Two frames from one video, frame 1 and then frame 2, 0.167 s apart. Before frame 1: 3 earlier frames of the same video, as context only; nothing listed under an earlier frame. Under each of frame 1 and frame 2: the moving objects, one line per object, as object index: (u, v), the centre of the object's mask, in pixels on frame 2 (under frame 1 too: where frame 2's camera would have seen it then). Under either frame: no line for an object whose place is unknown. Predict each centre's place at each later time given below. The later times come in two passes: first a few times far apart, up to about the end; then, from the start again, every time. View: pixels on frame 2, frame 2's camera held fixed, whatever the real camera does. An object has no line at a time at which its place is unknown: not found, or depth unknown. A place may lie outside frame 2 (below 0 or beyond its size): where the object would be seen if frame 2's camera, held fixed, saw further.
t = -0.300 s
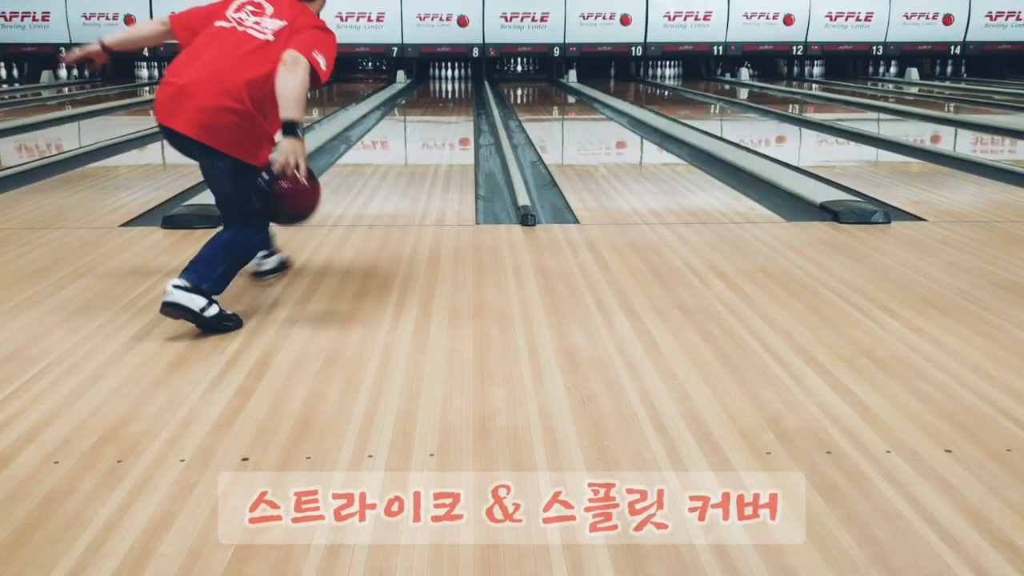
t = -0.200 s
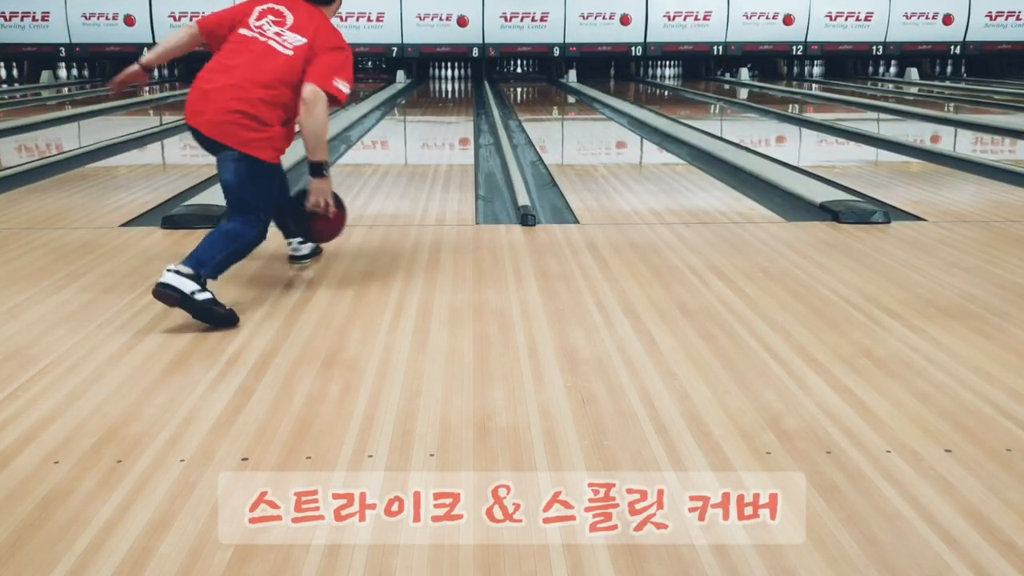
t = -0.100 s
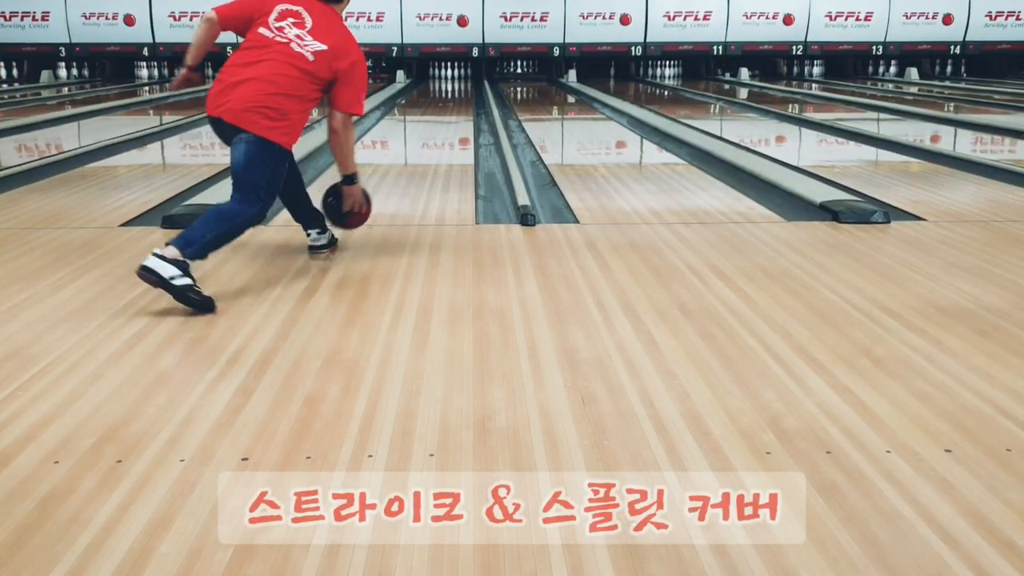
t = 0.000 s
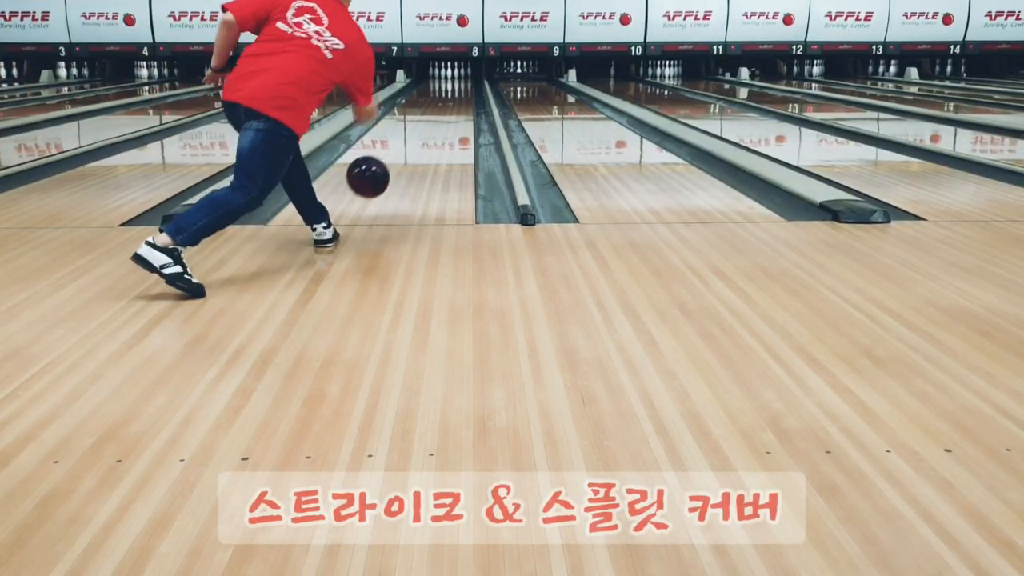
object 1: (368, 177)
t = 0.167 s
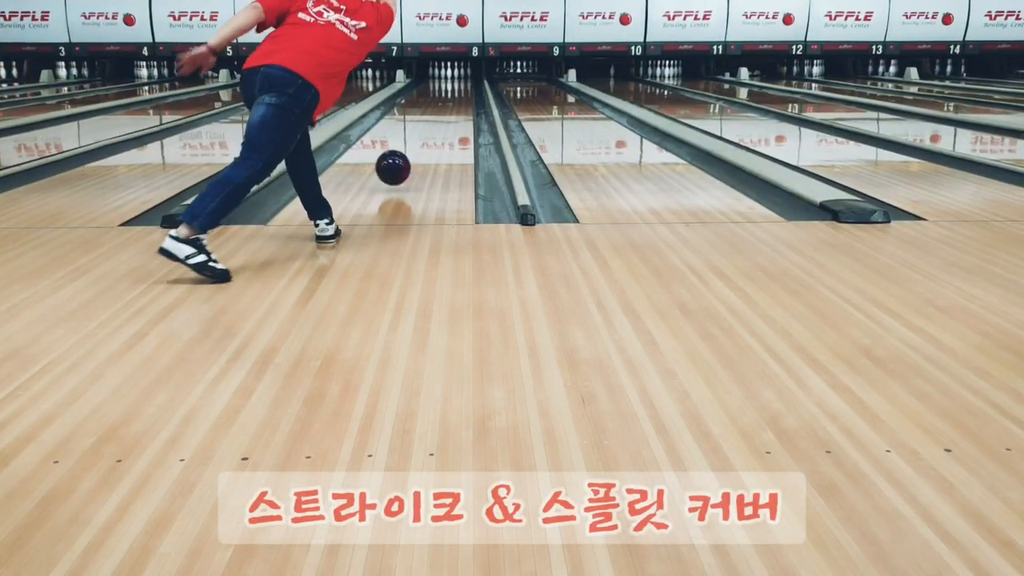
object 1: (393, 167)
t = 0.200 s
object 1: (397, 170)
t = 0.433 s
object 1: (417, 144)
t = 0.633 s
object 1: (429, 129)
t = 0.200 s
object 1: (397, 170)
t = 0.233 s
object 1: (400, 164)
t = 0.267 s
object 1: (404, 161)
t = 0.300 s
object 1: (407, 157)
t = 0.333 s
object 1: (410, 154)
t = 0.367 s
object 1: (412, 150)
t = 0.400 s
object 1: (415, 147)
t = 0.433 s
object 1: (417, 144)
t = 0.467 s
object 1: (420, 141)
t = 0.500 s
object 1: (422, 139)
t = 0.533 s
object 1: (424, 136)
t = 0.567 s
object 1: (426, 134)
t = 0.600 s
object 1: (428, 131)
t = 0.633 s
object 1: (429, 129)
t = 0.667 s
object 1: (431, 127)
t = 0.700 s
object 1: (433, 125)
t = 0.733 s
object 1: (434, 123)
